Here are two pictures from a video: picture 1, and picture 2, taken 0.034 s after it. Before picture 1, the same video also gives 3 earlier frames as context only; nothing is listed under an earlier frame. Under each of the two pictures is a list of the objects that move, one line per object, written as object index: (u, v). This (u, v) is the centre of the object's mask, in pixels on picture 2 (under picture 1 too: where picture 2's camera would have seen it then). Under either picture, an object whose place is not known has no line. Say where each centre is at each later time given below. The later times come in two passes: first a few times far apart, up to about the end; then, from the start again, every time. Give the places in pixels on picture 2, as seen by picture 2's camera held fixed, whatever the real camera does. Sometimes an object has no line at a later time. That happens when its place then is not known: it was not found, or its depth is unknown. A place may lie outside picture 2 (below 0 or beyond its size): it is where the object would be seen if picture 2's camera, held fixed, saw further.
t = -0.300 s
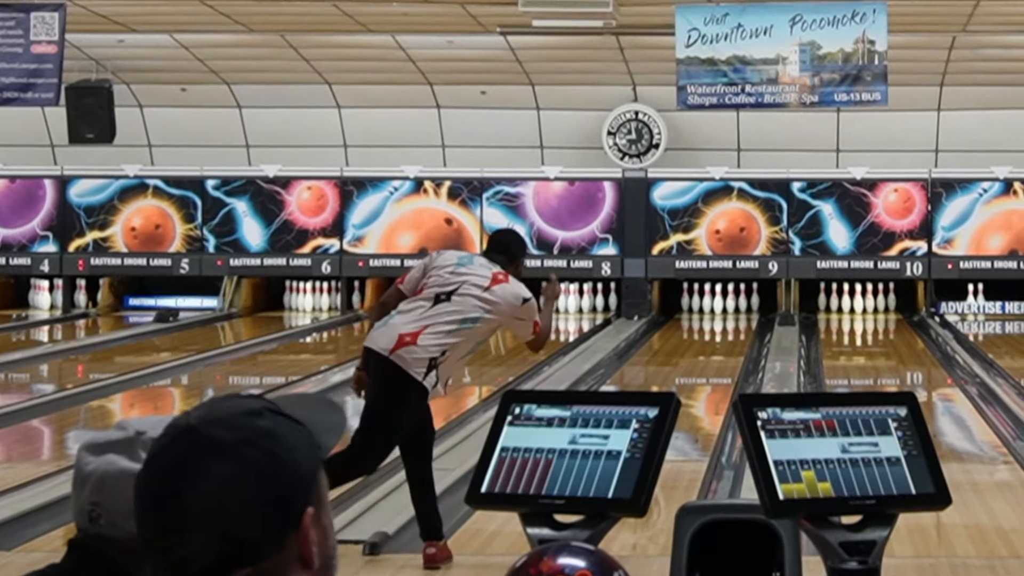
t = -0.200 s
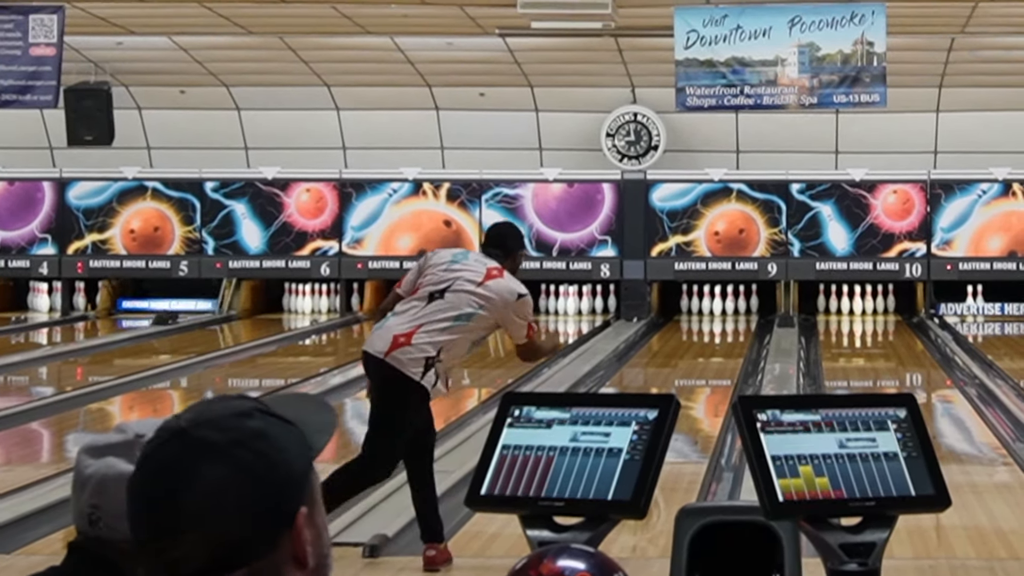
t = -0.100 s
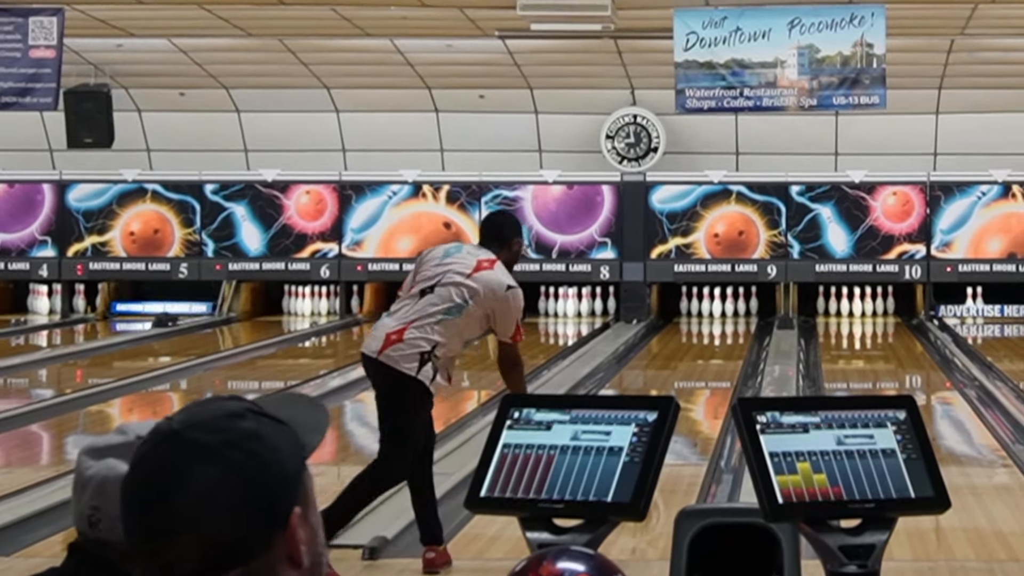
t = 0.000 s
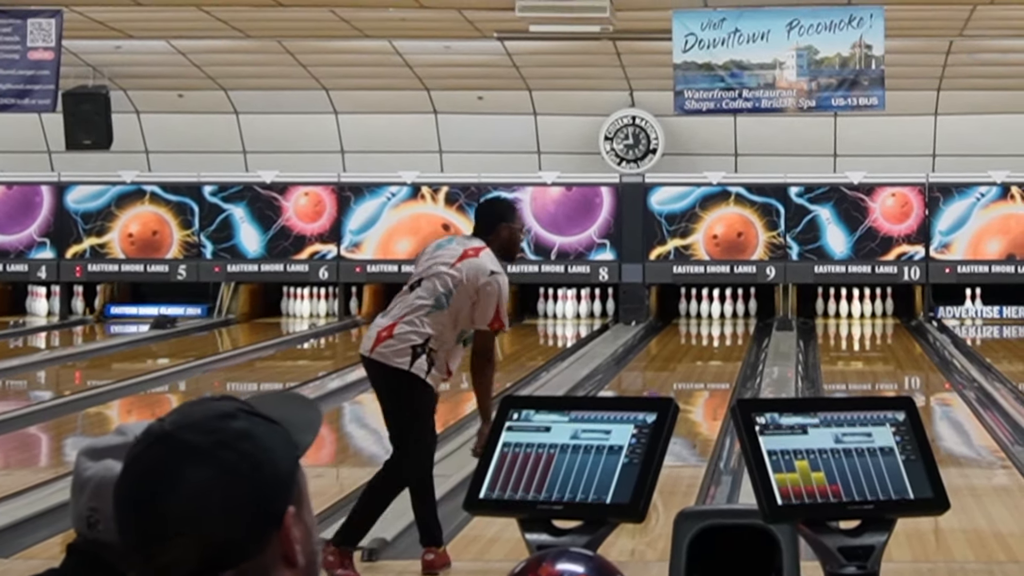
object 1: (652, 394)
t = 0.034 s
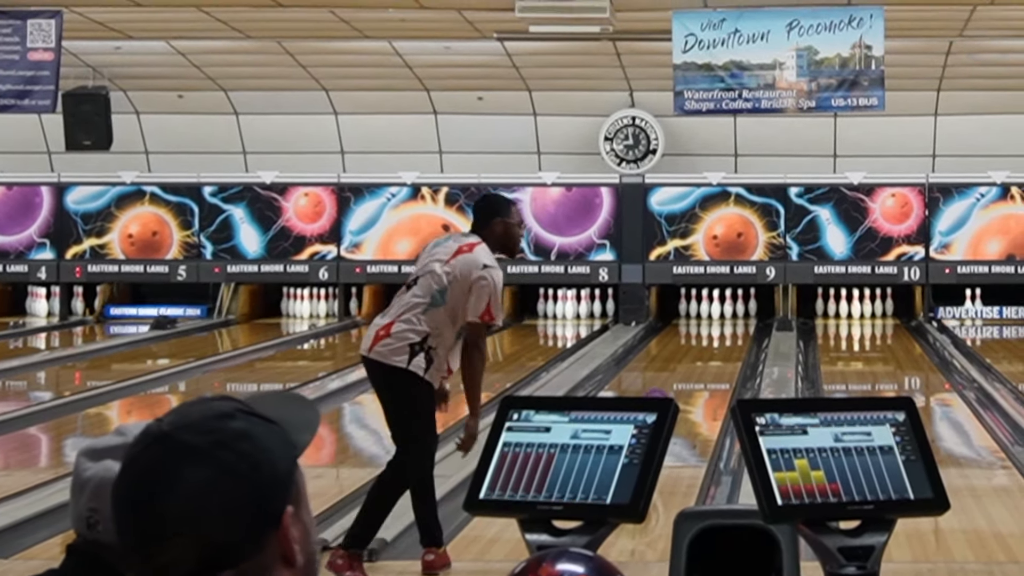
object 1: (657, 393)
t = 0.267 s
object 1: (680, 382)
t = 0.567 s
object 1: (704, 360)
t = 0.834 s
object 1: (721, 344)
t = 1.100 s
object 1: (730, 333)
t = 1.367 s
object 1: (733, 323)
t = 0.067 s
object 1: (659, 392)
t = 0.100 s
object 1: (664, 391)
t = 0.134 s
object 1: (667, 389)
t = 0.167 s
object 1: (671, 388)
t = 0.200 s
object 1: (674, 386)
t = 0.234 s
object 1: (677, 384)
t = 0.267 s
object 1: (680, 382)
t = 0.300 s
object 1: (683, 379)
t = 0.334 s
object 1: (686, 376)
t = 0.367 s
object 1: (689, 374)
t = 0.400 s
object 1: (692, 371)
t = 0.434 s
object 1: (694, 369)
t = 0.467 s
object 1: (697, 366)
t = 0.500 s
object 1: (700, 364)
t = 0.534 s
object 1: (702, 362)
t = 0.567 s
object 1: (704, 360)
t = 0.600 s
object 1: (707, 357)
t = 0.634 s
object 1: (709, 356)
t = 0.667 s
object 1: (711, 354)
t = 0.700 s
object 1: (713, 351)
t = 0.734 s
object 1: (715, 349)
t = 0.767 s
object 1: (717, 348)
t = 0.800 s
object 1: (718, 346)
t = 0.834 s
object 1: (721, 344)
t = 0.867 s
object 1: (722, 343)
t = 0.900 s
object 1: (723, 341)
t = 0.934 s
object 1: (725, 340)
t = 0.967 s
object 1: (727, 338)
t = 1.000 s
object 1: (727, 336)
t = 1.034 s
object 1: (728, 335)
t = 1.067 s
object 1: (729, 333)
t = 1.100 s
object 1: (730, 333)
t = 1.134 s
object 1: (731, 331)
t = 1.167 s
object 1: (731, 330)
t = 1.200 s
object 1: (732, 328)
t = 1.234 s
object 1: (732, 327)
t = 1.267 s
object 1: (733, 326)
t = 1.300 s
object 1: (733, 325)
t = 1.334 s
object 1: (733, 324)
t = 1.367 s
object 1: (733, 323)
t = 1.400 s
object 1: (732, 322)
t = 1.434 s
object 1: (732, 321)
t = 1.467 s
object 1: (731, 319)
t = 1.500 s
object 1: (731, 318)
